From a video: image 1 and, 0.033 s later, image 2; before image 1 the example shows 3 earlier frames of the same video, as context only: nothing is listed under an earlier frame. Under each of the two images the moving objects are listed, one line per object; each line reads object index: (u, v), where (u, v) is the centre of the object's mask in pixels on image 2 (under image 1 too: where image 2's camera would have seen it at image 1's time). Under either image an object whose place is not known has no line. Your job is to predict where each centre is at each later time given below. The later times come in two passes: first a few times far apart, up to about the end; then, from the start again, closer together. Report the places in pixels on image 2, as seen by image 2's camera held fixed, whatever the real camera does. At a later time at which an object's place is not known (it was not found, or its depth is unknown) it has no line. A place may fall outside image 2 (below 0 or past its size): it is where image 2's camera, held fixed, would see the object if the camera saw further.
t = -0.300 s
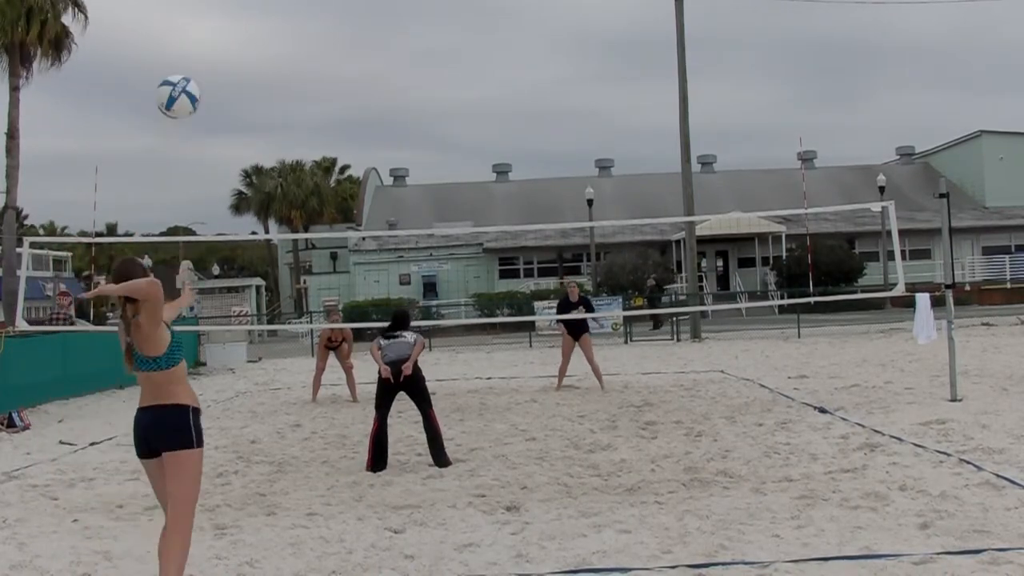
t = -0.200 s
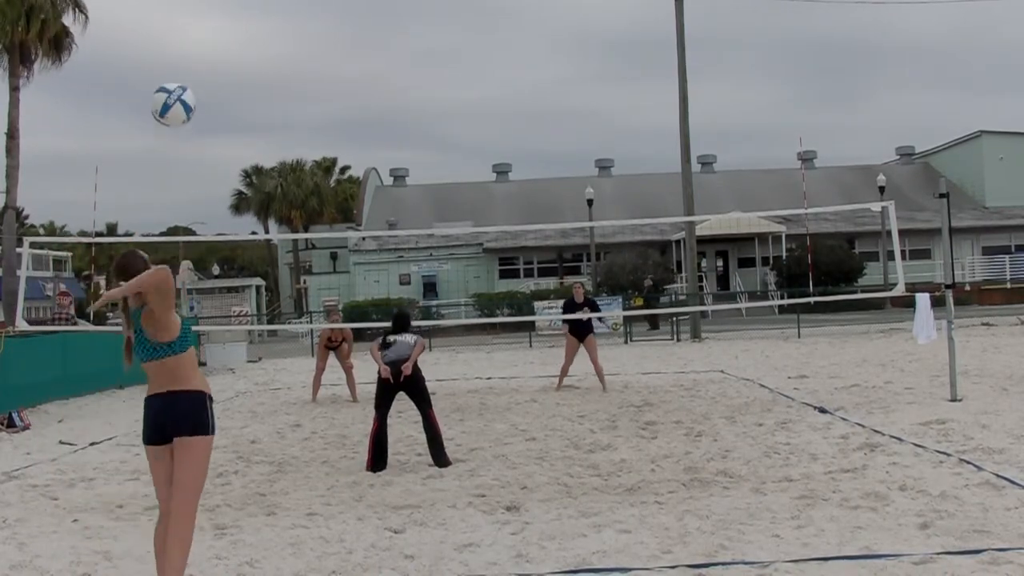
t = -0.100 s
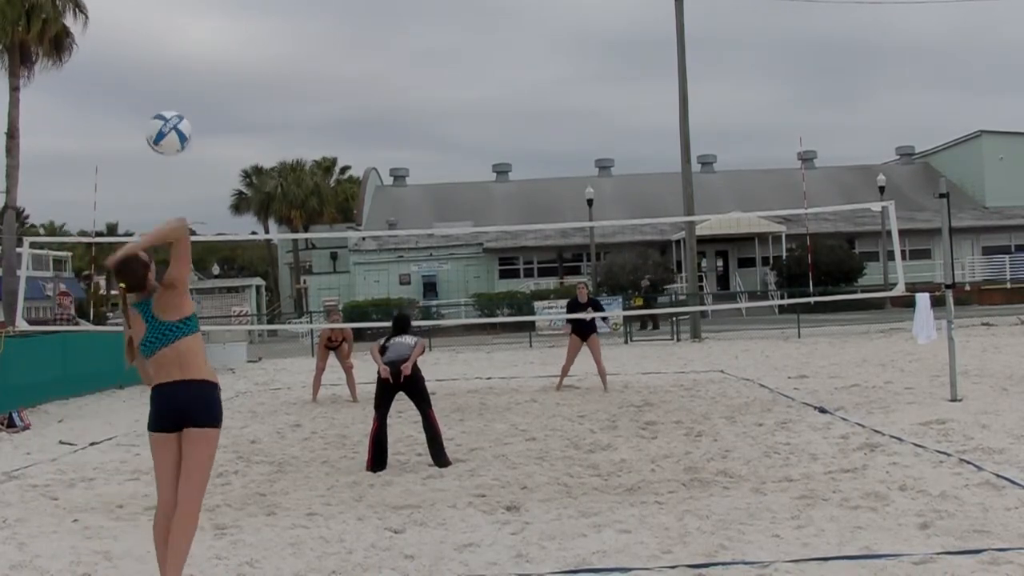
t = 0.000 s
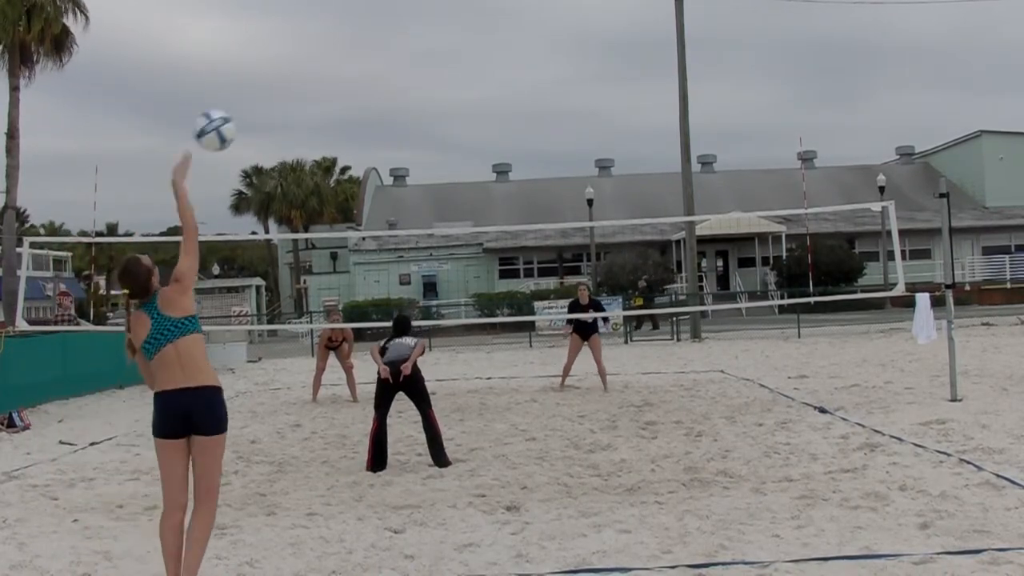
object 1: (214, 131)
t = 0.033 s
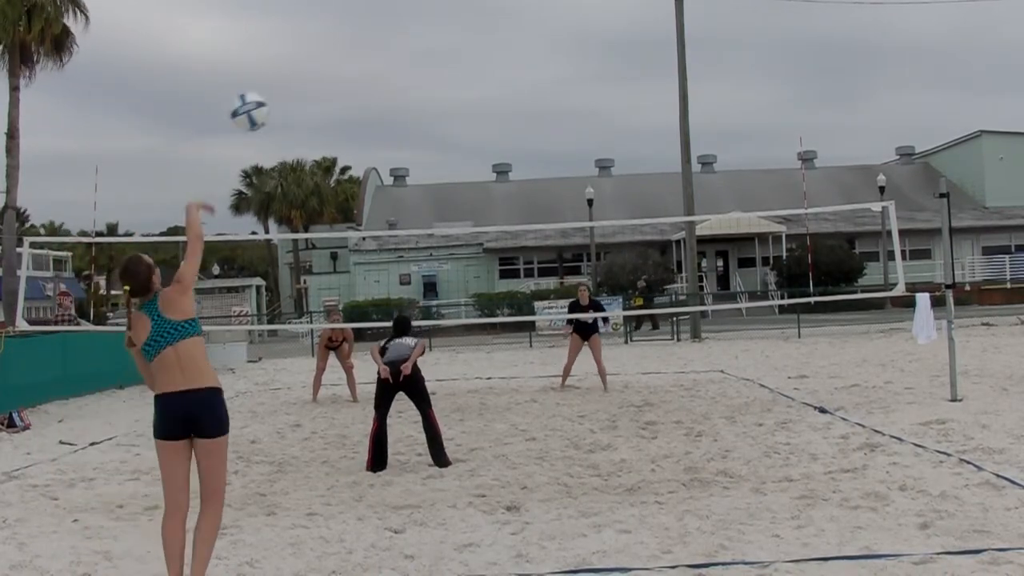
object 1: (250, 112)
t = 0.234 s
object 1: (401, 56)
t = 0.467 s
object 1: (515, 65)
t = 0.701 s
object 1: (596, 120)
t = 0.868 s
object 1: (641, 176)
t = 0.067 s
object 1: (281, 97)
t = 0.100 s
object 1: (309, 84)
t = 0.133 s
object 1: (335, 74)
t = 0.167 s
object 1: (358, 67)
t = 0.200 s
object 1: (380, 61)
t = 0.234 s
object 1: (401, 56)
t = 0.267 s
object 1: (420, 54)
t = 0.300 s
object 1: (437, 53)
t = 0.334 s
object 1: (454, 54)
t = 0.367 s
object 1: (469, 56)
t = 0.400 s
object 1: (486, 58)
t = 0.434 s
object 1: (501, 61)
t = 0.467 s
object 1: (515, 65)
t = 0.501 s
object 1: (528, 71)
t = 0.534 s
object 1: (541, 78)
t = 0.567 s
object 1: (553, 85)
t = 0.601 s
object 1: (564, 92)
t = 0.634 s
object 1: (576, 101)
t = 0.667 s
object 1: (587, 110)
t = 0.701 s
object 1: (596, 120)
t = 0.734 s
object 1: (606, 130)
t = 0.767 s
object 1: (615, 141)
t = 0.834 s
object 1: (632, 164)
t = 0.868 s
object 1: (641, 176)
